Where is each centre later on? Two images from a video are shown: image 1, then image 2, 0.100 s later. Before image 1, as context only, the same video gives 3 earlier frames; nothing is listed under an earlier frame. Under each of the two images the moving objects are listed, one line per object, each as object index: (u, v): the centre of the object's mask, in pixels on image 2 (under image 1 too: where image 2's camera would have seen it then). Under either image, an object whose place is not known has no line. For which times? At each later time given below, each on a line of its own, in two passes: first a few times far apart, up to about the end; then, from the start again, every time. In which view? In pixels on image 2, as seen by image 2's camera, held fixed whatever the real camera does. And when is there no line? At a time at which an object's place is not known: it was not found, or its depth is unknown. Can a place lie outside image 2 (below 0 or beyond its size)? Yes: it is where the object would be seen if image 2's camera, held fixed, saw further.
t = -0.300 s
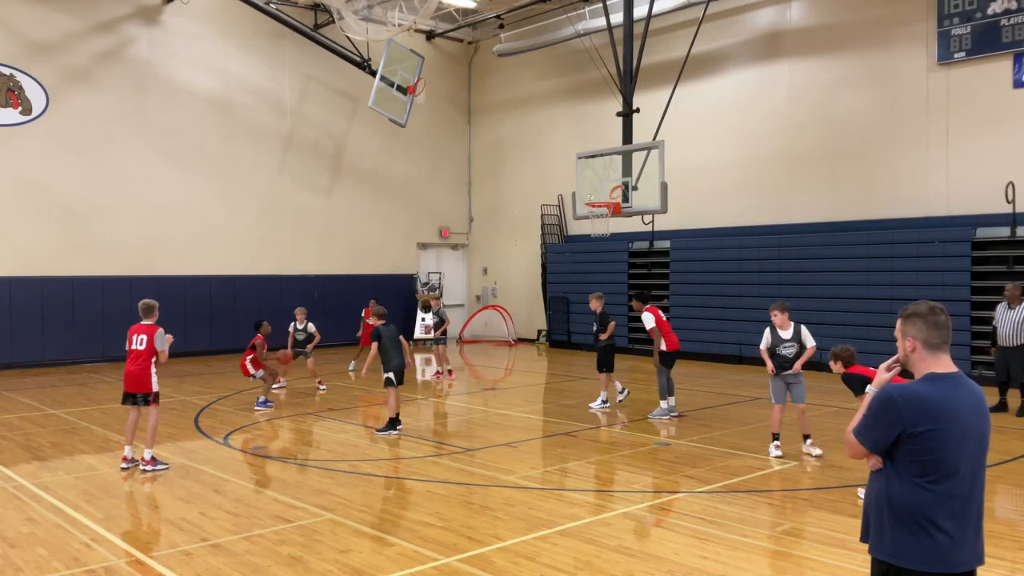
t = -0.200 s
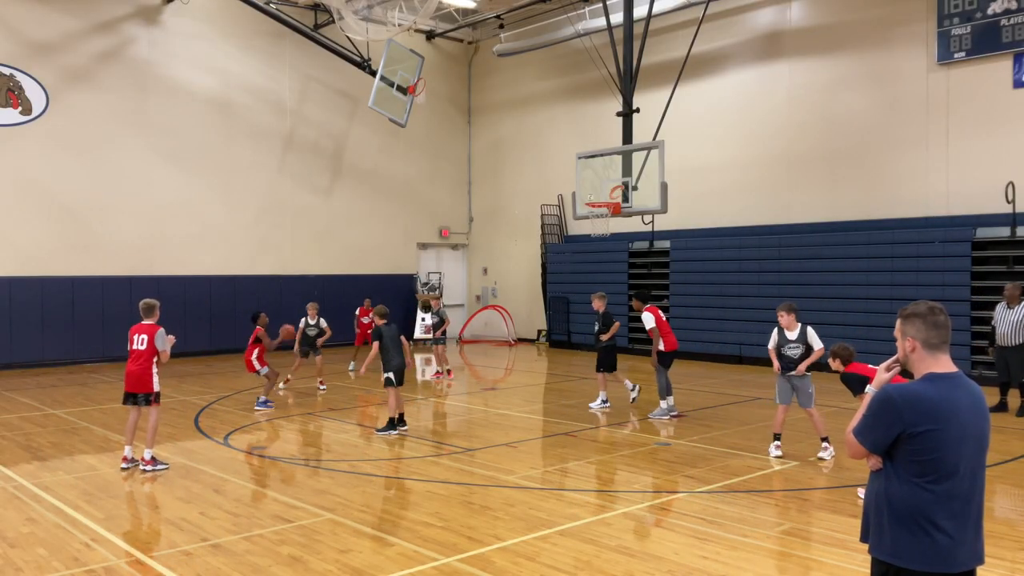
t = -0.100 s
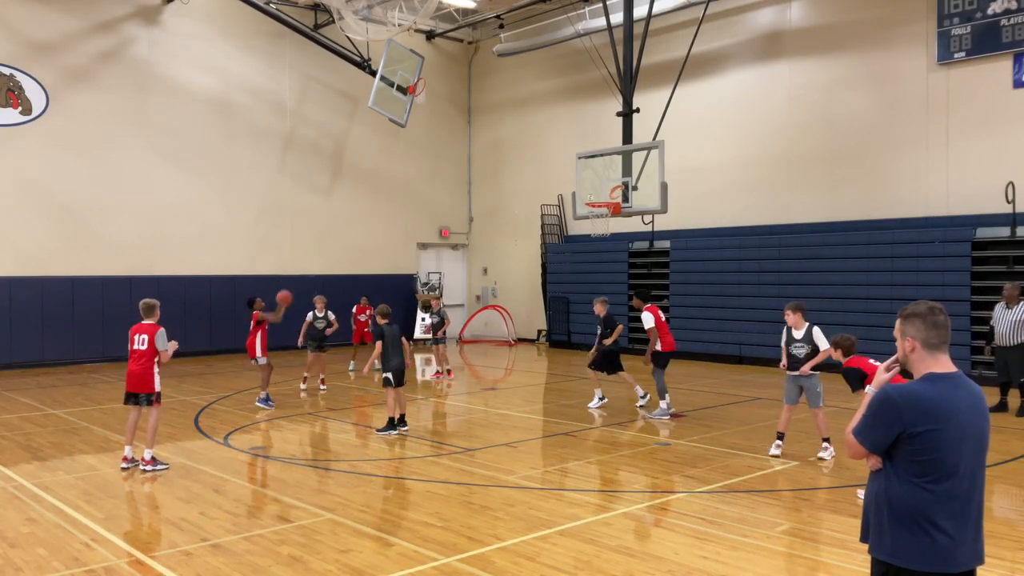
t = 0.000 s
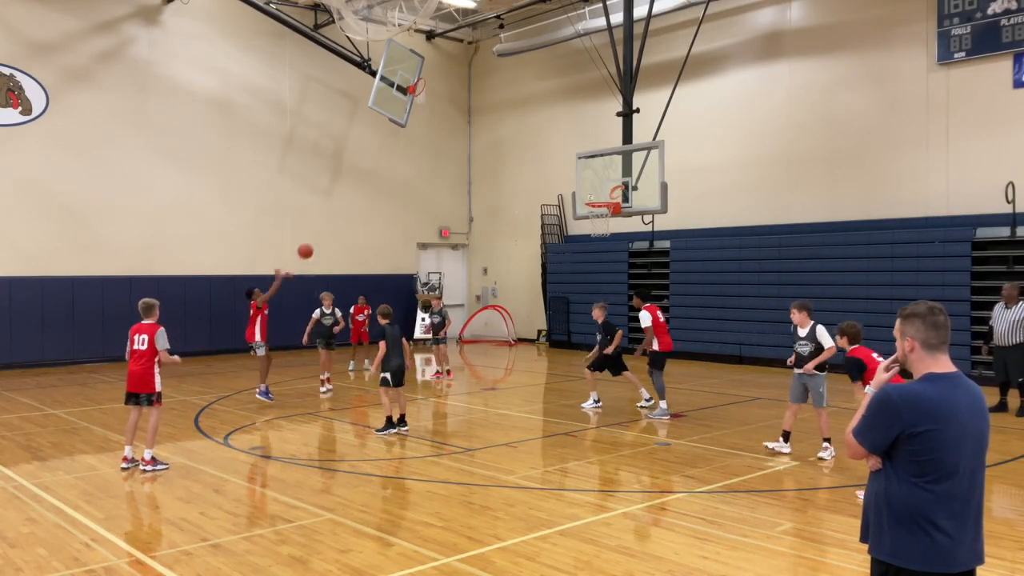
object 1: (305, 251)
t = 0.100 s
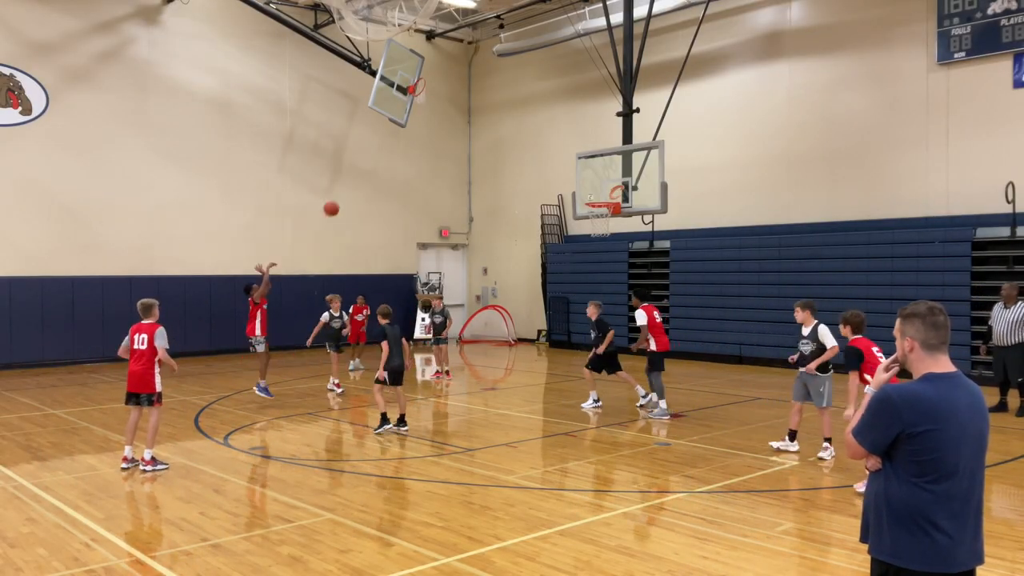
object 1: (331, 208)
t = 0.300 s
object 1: (381, 144)
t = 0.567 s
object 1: (445, 101)
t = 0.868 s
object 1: (516, 107)
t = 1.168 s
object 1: (583, 169)
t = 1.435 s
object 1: (596, 223)
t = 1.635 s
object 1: (584, 234)
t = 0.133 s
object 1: (339, 196)
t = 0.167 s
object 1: (348, 184)
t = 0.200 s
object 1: (356, 173)
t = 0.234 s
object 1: (364, 162)
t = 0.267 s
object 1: (373, 153)
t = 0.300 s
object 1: (381, 144)
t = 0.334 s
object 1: (389, 136)
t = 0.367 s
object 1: (397, 129)
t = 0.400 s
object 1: (405, 122)
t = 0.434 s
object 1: (414, 116)
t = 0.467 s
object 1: (421, 111)
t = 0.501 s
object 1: (429, 107)
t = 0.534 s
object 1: (437, 103)
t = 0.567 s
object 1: (445, 101)
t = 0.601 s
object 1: (453, 98)
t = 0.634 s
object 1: (461, 97)
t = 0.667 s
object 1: (469, 96)
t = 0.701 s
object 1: (477, 97)
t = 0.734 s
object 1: (485, 97)
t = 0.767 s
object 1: (493, 98)
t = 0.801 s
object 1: (500, 100)
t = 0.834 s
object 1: (508, 103)
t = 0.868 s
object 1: (516, 107)
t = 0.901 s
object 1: (523, 111)
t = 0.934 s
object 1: (531, 116)
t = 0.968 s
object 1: (539, 122)
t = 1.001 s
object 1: (546, 128)
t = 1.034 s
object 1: (554, 135)
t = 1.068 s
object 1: (561, 142)
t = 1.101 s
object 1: (568, 151)
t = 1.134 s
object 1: (576, 160)
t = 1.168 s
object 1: (583, 169)
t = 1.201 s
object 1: (591, 179)
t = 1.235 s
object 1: (598, 189)
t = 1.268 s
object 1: (605, 200)
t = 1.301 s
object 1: (604, 208)
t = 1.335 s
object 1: (603, 215)
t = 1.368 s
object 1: (601, 221)
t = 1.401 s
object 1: (599, 223)
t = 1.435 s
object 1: (596, 223)
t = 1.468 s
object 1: (594, 223)
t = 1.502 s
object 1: (591, 224)
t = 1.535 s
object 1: (589, 226)
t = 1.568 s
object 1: (587, 228)
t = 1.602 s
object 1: (586, 230)
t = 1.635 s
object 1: (584, 234)
